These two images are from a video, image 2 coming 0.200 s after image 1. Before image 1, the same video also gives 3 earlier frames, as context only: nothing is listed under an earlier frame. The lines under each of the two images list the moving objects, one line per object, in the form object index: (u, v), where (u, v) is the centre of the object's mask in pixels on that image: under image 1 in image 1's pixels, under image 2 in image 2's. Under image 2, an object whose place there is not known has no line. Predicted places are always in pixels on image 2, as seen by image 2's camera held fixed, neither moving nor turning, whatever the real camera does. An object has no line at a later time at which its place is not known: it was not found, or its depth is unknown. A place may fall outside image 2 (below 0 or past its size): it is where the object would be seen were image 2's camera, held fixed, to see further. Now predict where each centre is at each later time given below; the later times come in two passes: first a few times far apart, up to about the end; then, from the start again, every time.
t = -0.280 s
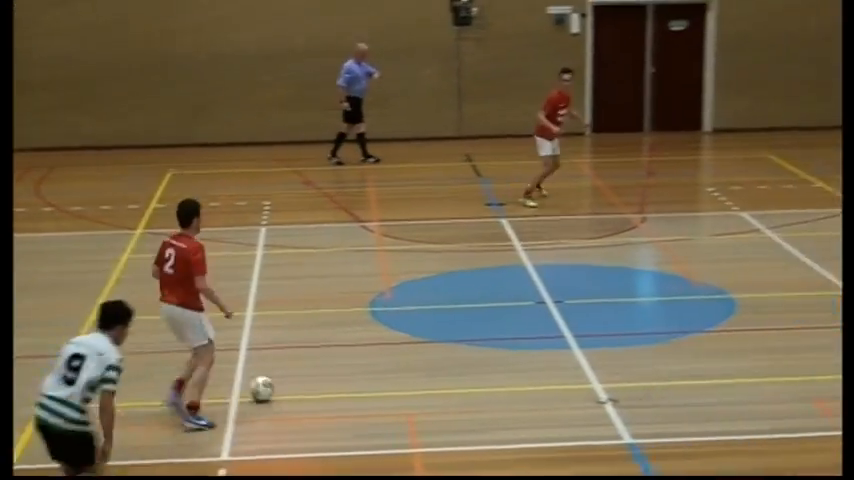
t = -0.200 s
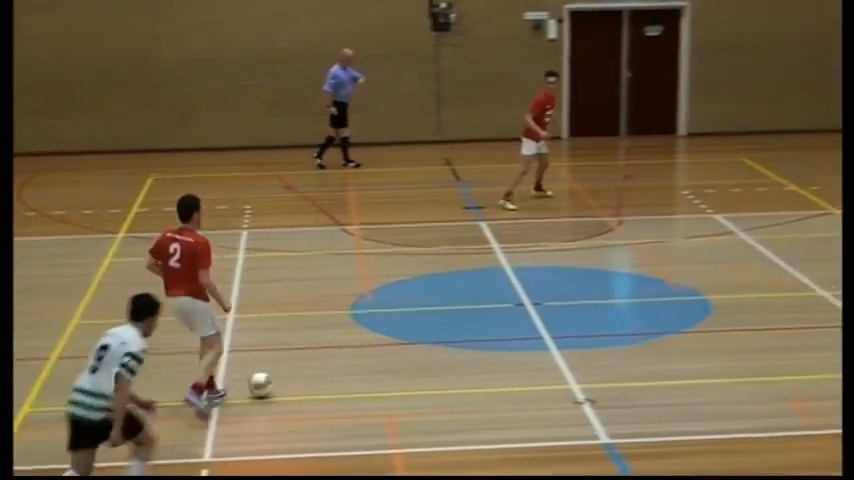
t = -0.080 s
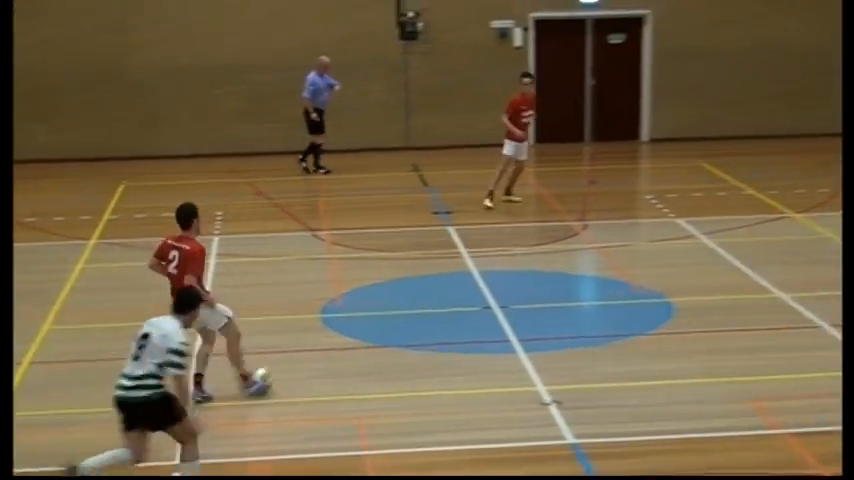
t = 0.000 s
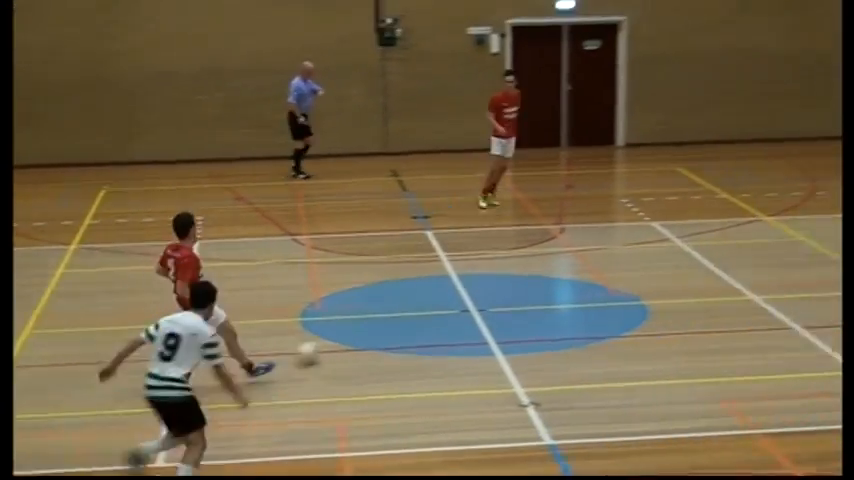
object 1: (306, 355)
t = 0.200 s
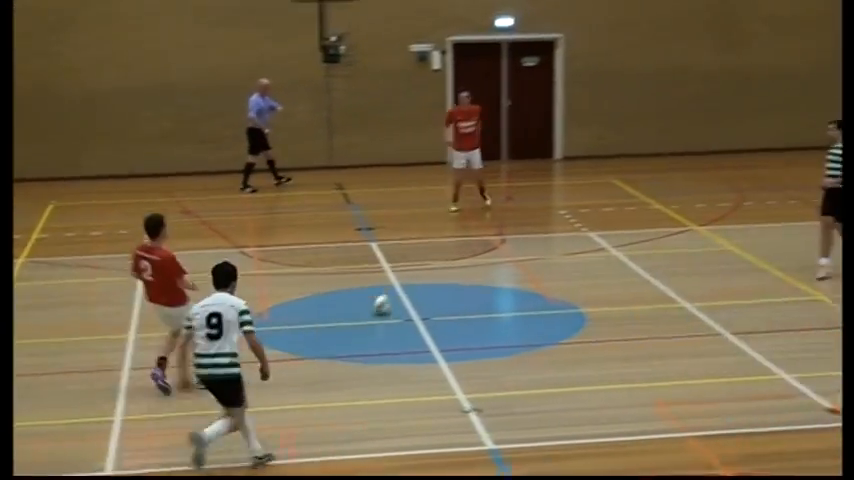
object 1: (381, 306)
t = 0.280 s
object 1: (420, 288)
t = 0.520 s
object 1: (507, 246)
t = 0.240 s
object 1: (401, 296)
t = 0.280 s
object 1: (420, 288)
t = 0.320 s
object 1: (437, 280)
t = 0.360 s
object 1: (453, 273)
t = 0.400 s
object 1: (468, 266)
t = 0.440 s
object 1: (482, 259)
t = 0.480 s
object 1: (494, 252)
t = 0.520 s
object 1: (507, 246)
